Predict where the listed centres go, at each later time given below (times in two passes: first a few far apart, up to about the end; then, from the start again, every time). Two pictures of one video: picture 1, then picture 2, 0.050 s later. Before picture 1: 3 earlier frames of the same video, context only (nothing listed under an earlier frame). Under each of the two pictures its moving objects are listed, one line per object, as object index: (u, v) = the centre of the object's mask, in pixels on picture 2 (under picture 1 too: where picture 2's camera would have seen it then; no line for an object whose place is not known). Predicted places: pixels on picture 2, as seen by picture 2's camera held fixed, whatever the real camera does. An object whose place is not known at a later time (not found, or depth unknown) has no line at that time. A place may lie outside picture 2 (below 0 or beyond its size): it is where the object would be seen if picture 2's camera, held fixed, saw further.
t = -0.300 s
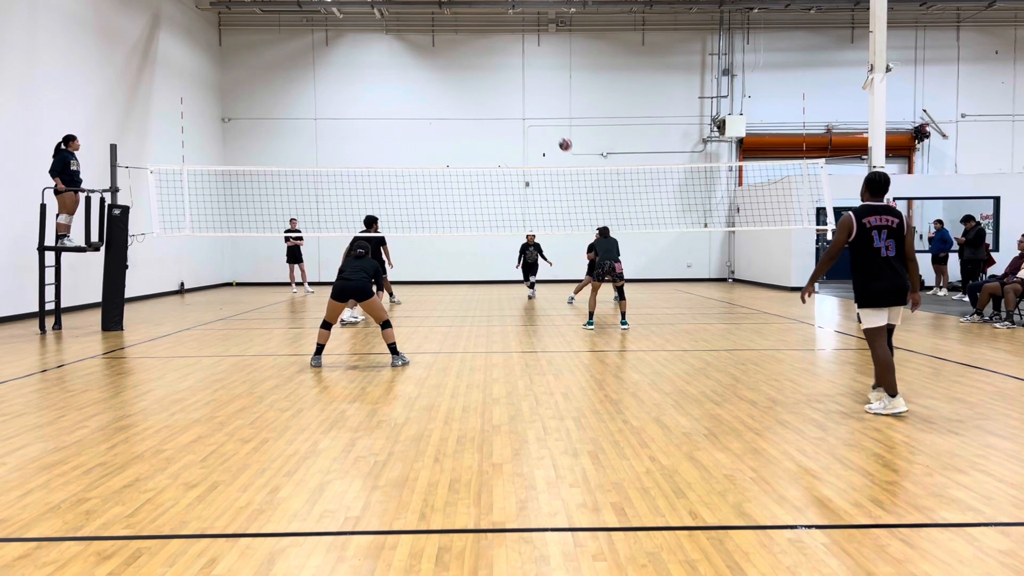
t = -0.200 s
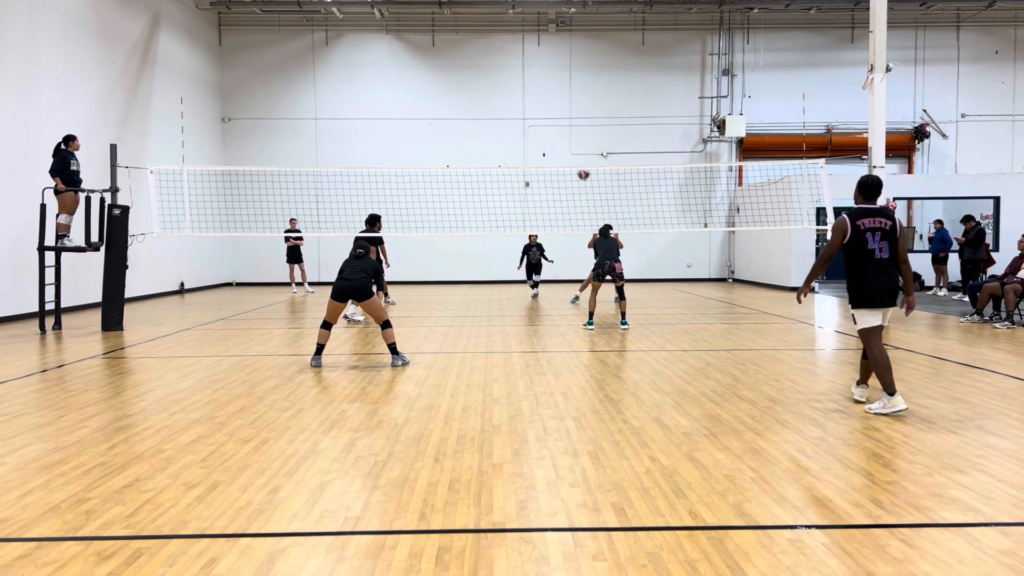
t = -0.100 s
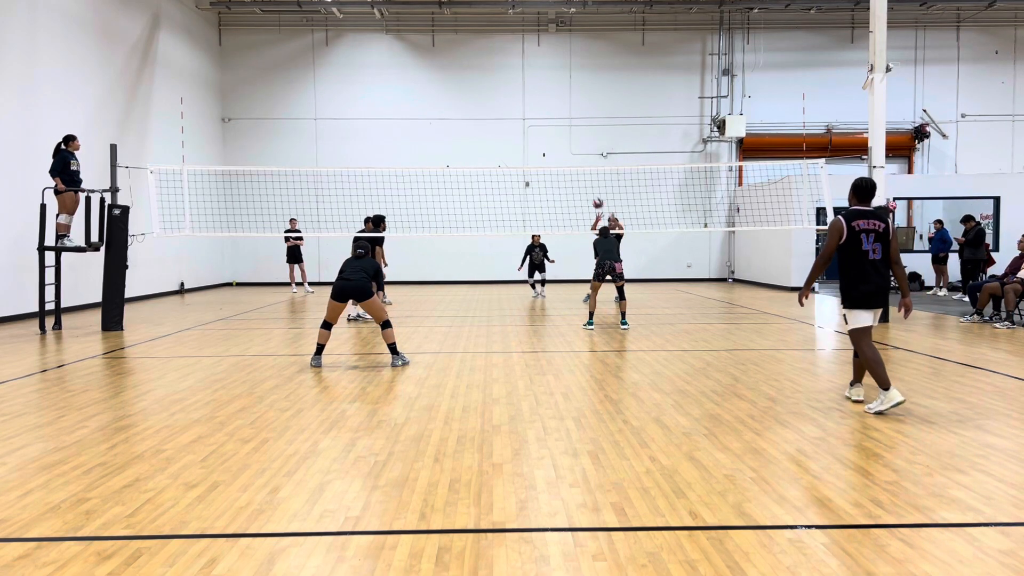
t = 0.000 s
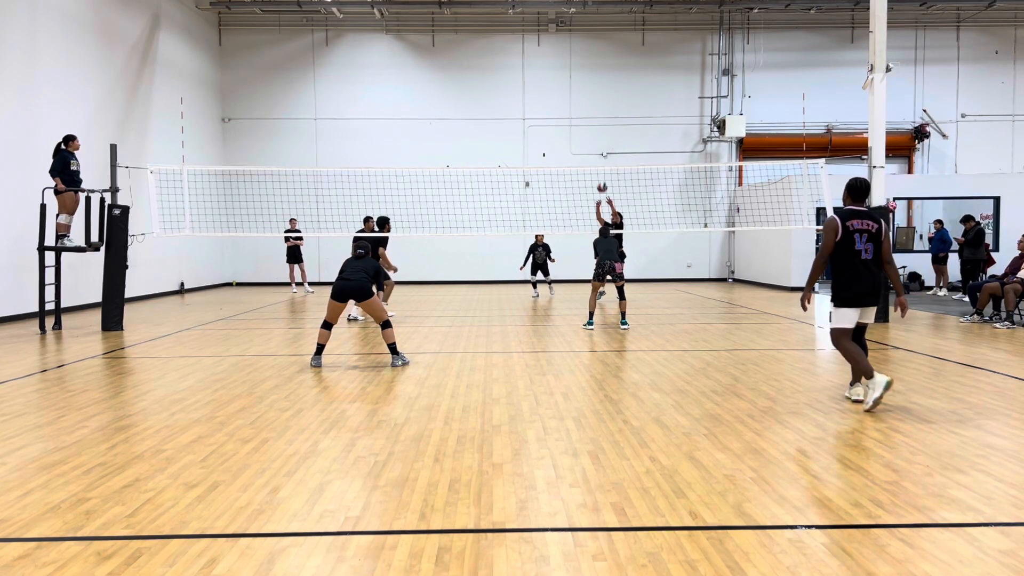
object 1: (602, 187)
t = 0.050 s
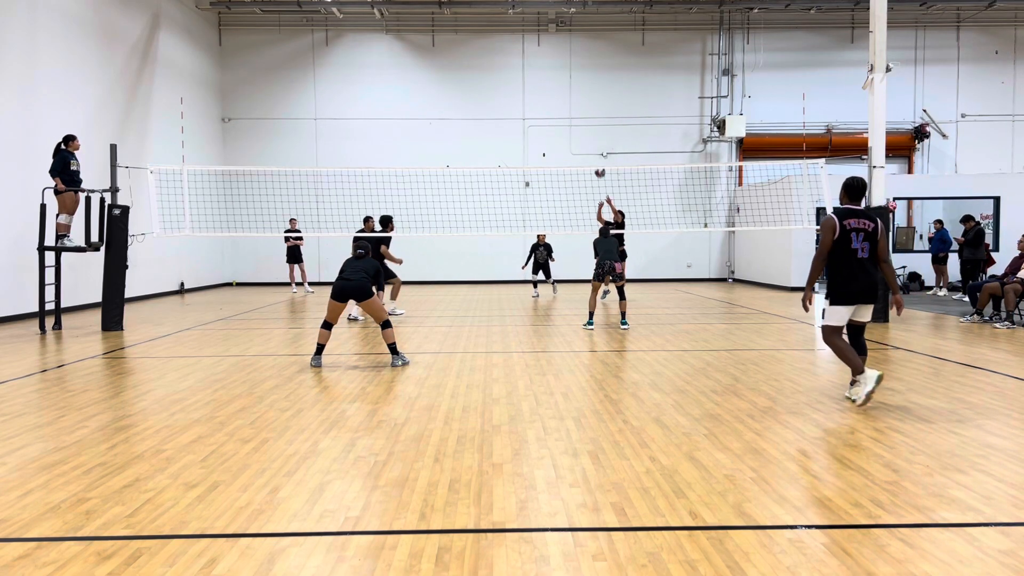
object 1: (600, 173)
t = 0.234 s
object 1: (591, 127)
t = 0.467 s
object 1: (580, 94)
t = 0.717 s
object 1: (566, 91)
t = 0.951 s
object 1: (554, 121)
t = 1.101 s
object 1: (544, 158)
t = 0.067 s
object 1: (599, 168)
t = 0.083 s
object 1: (599, 162)
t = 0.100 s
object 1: (598, 158)
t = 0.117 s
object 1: (597, 154)
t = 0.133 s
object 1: (596, 150)
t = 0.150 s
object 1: (595, 146)
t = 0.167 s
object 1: (595, 142)
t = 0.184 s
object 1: (594, 138)
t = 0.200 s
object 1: (593, 134)
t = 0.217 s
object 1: (592, 131)
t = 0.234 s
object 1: (591, 127)
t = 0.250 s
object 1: (591, 124)
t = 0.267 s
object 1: (590, 121)
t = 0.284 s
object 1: (589, 118)
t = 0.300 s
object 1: (588, 115)
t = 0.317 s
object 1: (587, 112)
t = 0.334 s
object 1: (586, 109)
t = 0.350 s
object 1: (586, 107)
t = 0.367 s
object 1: (585, 105)
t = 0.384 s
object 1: (584, 103)
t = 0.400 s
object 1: (583, 100)
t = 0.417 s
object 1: (582, 99)
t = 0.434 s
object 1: (582, 97)
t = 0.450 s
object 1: (581, 95)
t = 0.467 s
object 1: (580, 94)
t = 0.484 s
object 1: (579, 92)
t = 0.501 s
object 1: (578, 91)
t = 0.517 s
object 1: (577, 91)
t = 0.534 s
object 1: (576, 89)
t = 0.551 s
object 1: (575, 89)
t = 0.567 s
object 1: (575, 88)
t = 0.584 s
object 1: (574, 88)
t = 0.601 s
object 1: (573, 88)
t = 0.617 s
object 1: (572, 88)
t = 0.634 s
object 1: (571, 88)
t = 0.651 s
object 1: (570, 88)
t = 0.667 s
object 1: (569, 88)
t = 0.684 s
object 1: (568, 89)
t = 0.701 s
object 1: (567, 90)
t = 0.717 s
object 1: (566, 91)
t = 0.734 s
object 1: (566, 92)
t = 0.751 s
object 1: (565, 93)
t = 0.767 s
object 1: (564, 94)
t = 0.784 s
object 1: (563, 96)
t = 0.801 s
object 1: (562, 98)
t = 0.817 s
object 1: (561, 100)
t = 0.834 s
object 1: (560, 102)
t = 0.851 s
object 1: (559, 104)
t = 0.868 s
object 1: (558, 106)
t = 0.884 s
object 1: (557, 109)
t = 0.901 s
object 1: (556, 112)
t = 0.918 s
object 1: (555, 114)
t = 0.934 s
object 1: (554, 118)
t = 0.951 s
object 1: (554, 121)
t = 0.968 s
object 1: (552, 124)
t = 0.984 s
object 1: (552, 128)
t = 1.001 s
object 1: (551, 132)
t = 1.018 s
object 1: (550, 136)
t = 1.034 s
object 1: (549, 140)
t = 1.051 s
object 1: (547, 144)
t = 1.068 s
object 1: (546, 149)
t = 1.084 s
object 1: (545, 154)
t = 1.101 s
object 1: (544, 158)
